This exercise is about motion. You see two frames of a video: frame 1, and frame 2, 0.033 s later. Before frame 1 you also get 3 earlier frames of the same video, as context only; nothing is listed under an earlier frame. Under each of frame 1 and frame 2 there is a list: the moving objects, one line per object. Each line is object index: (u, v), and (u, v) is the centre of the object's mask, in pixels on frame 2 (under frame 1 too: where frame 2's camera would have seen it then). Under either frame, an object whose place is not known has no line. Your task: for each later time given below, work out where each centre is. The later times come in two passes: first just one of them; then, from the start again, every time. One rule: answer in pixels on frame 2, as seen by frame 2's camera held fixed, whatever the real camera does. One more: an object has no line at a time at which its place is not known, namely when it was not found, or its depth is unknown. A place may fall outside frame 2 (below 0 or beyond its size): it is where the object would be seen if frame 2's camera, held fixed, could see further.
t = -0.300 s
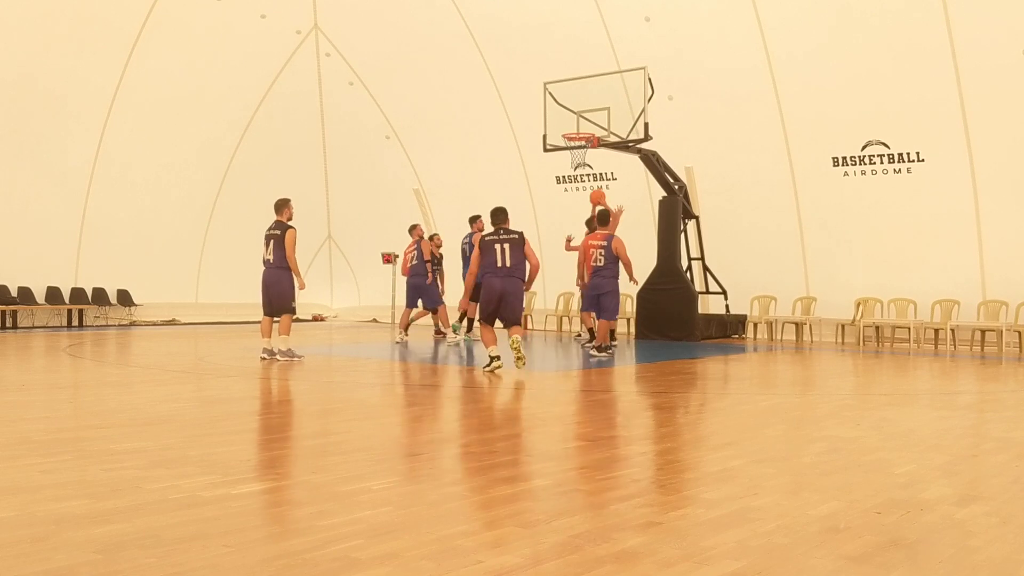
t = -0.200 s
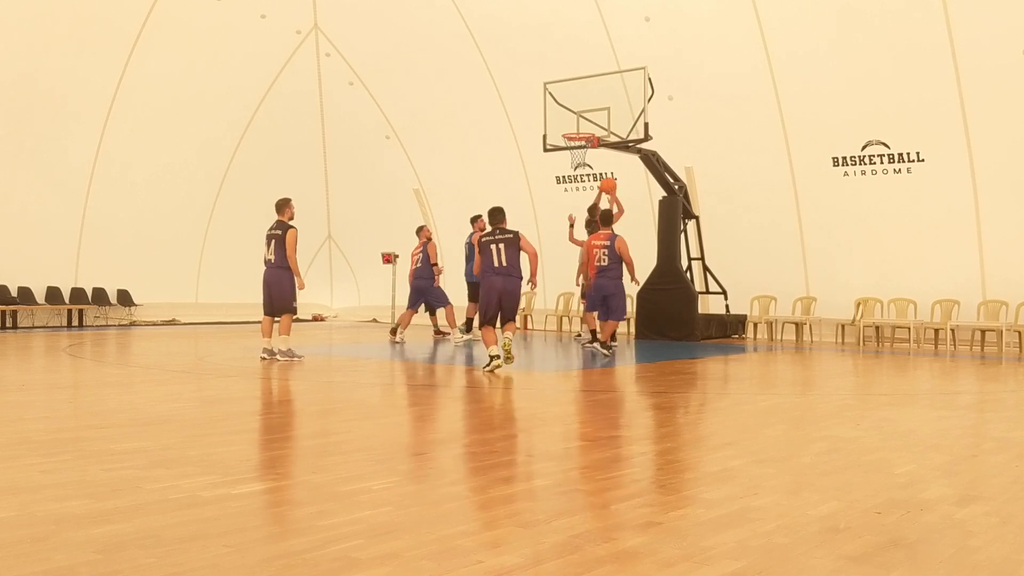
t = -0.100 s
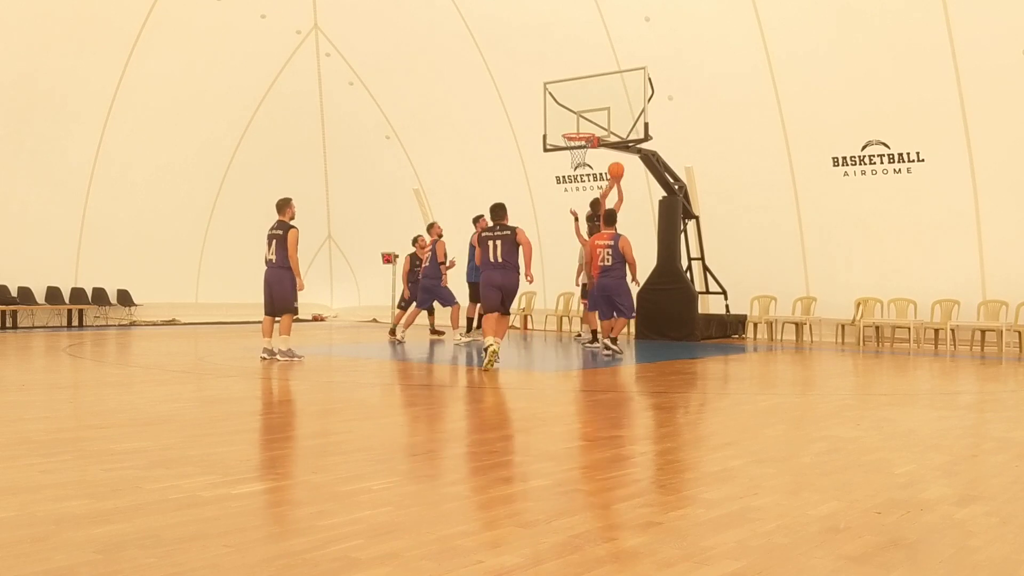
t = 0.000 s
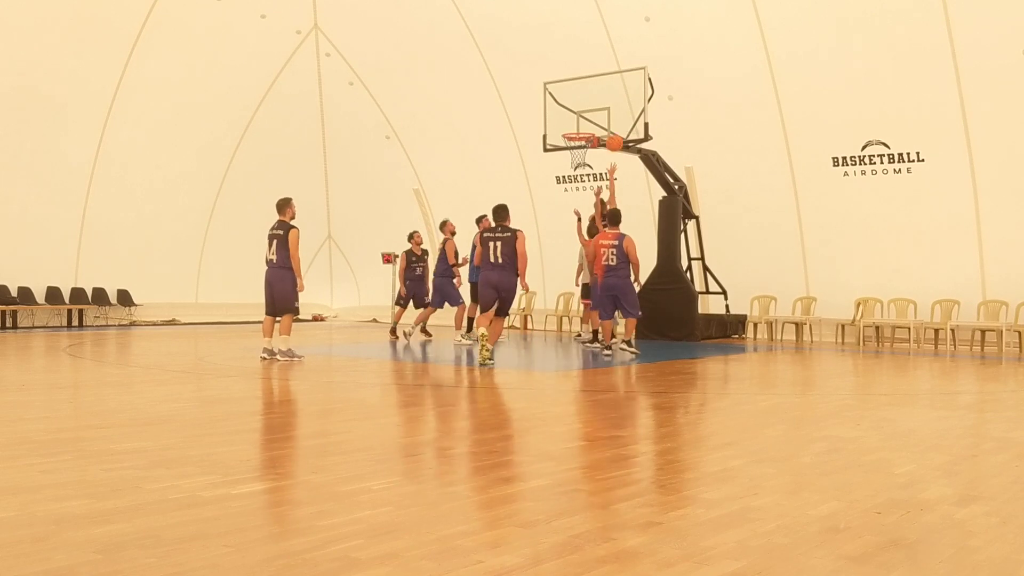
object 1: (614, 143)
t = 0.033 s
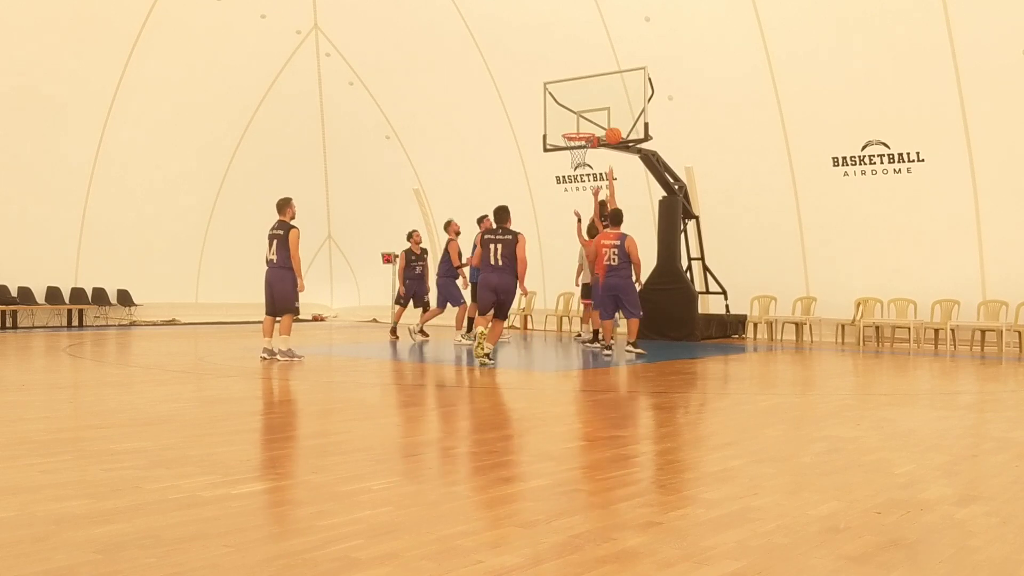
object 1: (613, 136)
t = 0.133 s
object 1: (609, 117)
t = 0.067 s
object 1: (612, 129)
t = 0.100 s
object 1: (611, 122)
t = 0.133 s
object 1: (609, 117)
